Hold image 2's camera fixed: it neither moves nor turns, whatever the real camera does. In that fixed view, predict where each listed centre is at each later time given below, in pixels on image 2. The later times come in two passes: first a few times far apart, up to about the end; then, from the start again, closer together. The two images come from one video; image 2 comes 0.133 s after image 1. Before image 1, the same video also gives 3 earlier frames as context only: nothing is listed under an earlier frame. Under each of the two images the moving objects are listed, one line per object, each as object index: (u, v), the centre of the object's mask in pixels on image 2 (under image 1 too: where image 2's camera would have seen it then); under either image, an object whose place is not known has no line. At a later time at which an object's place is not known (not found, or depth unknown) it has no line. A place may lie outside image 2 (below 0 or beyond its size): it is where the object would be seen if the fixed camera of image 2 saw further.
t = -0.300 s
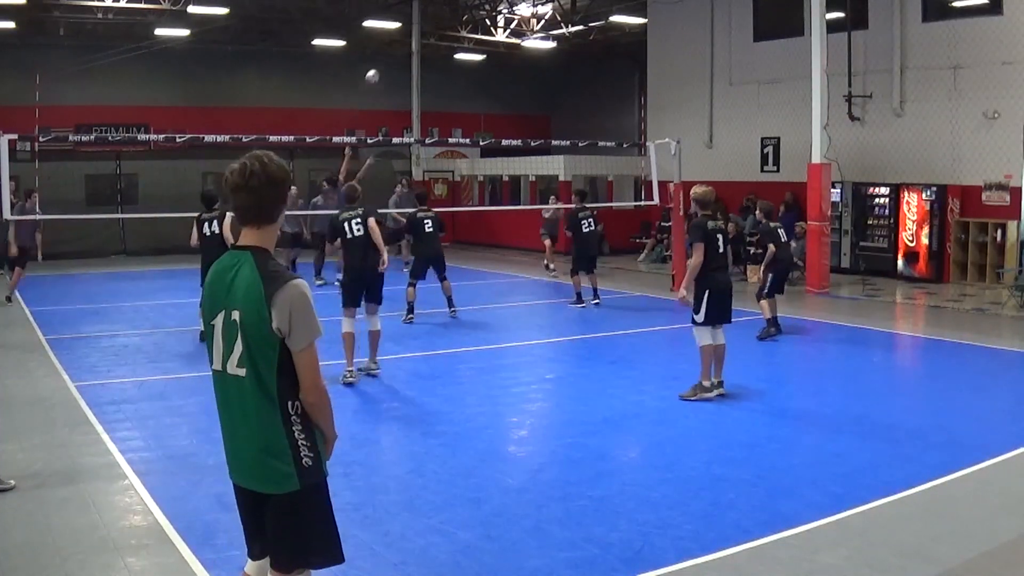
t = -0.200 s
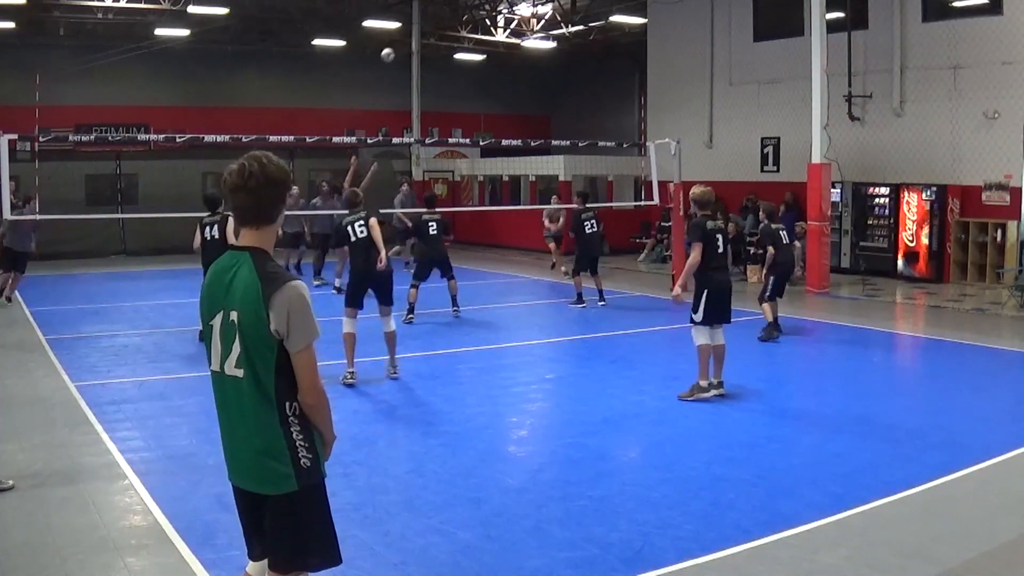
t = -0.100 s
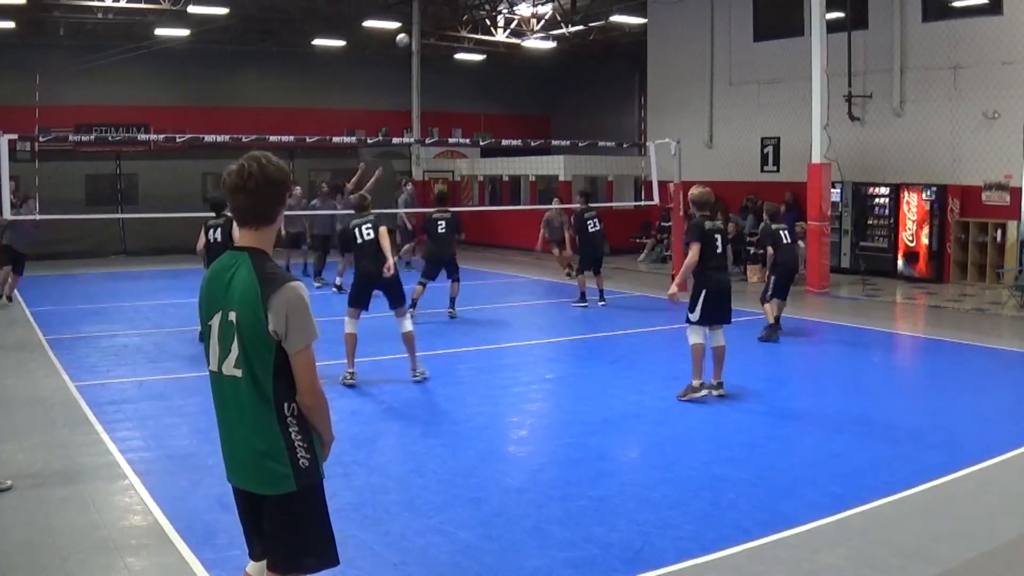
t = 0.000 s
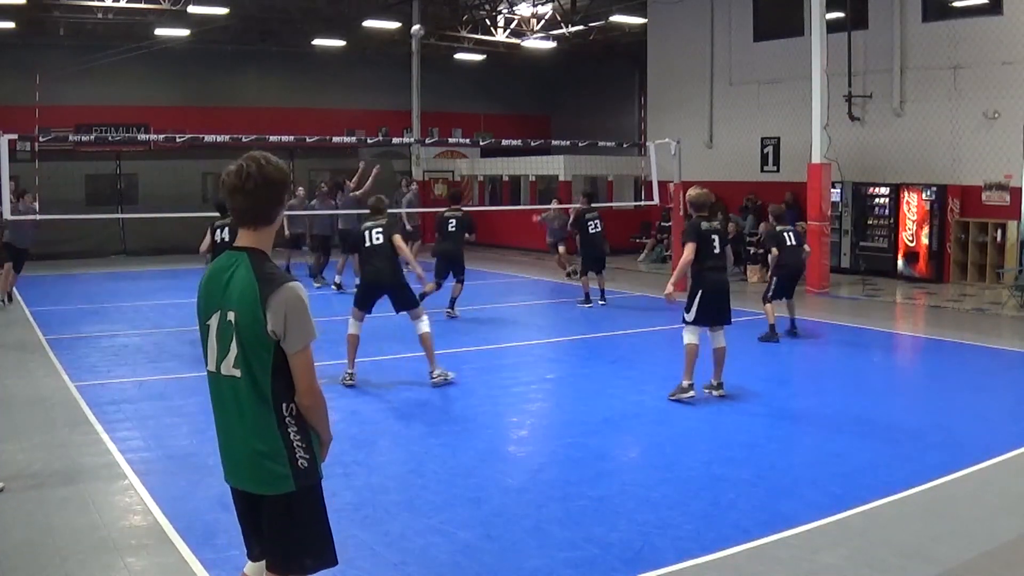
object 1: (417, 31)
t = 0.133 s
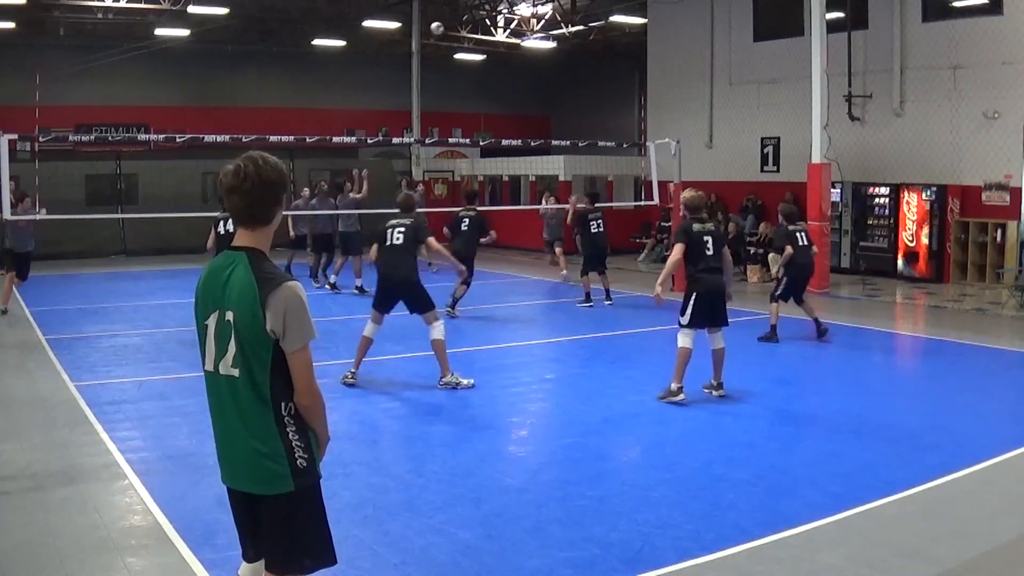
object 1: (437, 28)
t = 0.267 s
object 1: (455, 37)
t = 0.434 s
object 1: (480, 63)
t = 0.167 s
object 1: (441, 29)
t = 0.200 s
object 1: (446, 31)
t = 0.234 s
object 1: (451, 33)
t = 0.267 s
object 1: (455, 37)
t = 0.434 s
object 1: (480, 63)
